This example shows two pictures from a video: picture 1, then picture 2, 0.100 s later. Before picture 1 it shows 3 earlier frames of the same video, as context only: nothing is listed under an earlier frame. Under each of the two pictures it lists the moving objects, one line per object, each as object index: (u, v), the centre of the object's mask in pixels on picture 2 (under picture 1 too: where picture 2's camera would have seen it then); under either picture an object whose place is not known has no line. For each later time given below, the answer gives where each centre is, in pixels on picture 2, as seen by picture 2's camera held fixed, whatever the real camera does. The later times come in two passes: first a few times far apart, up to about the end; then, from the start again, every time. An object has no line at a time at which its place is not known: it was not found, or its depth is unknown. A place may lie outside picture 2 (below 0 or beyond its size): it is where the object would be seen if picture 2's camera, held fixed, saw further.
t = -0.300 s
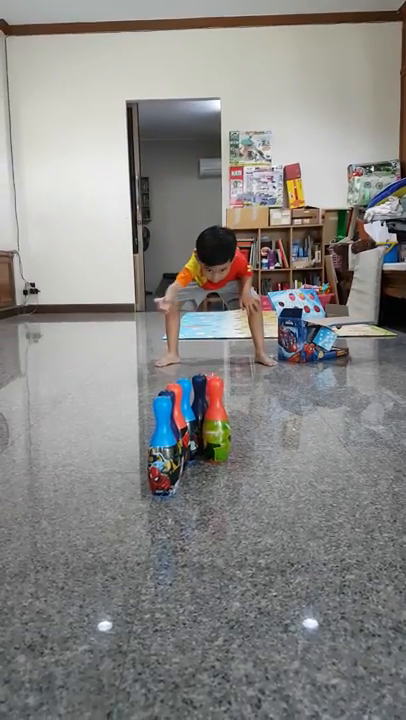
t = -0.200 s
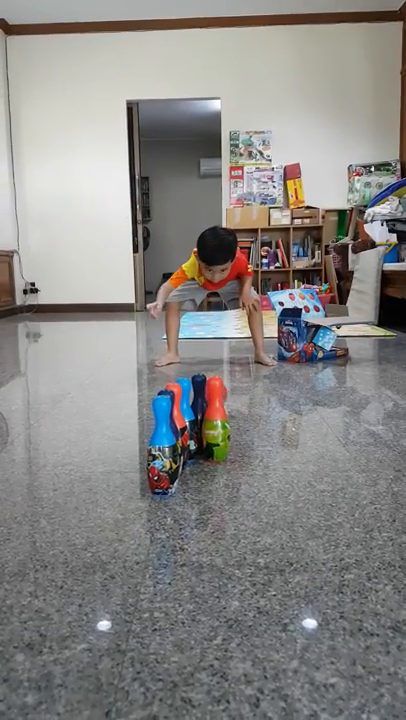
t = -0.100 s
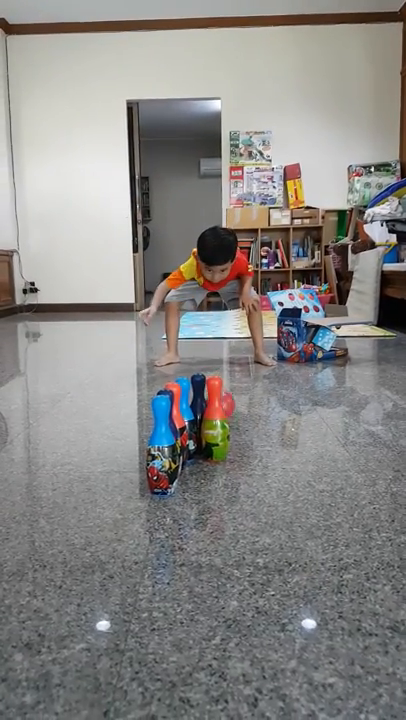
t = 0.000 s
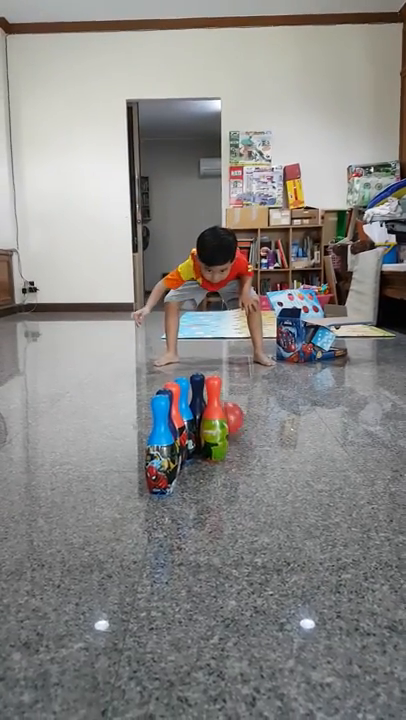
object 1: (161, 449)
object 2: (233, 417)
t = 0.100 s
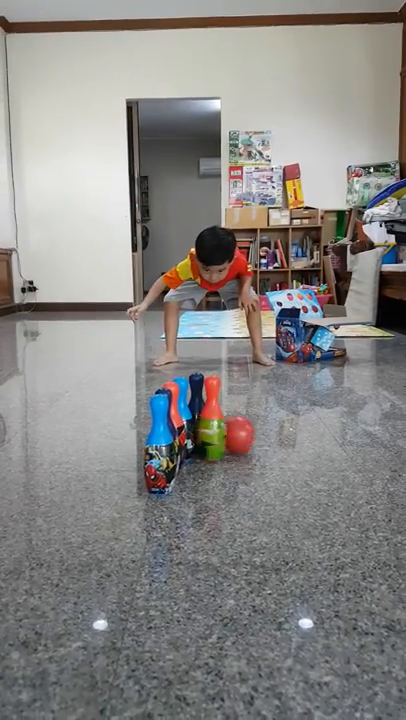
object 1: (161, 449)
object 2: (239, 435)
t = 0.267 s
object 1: (160, 449)
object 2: (279, 454)
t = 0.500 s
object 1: (159, 450)
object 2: (360, 496)
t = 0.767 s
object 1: (148, 453)
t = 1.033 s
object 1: (119, 488)
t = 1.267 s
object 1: (92, 504)
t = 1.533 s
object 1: (76, 510)
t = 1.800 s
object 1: (71, 516)
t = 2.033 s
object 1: (70, 518)
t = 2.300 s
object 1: (70, 518)
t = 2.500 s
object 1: (70, 519)
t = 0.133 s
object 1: (160, 449)
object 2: (245, 435)
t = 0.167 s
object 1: (160, 449)
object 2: (253, 438)
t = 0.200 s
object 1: (160, 449)
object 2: (261, 445)
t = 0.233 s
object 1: (160, 449)
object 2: (270, 448)
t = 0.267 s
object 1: (160, 449)
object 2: (279, 454)
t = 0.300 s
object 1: (160, 449)
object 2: (289, 459)
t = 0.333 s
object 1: (160, 449)
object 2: (300, 465)
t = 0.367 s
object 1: (159, 450)
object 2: (311, 470)
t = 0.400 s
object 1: (159, 449)
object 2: (323, 476)
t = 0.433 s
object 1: (159, 449)
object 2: (334, 482)
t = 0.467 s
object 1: (159, 449)
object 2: (347, 489)
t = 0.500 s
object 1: (159, 450)
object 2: (360, 496)
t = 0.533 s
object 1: (159, 450)
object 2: (374, 504)
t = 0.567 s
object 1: (159, 450)
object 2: (387, 510)
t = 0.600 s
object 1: (158, 450)
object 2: (394, 516)
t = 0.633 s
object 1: (156, 451)
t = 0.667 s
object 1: (154, 451)
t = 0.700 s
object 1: (152, 452)
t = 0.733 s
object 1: (150, 452)
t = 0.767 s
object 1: (148, 453)
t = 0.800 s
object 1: (146, 453)
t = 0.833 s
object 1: (144, 454)
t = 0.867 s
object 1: (142, 456)
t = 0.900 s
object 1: (139, 457)
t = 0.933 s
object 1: (136, 459)
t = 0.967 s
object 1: (131, 463)
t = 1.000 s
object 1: (124, 469)
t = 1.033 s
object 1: (119, 488)
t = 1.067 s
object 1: (117, 494)
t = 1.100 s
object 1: (111, 484)
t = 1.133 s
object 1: (107, 483)
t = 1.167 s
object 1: (104, 483)
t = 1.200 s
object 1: (100, 485)
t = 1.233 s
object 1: (97, 493)
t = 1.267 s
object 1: (92, 504)
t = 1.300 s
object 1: (90, 502)
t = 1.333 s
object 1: (86, 501)
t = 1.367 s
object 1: (85, 499)
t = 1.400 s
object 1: (84, 501)
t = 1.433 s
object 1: (83, 509)
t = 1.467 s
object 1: (80, 509)
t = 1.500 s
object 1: (78, 508)
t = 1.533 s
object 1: (76, 510)
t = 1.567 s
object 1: (75, 511)
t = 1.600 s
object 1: (73, 516)
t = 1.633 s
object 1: (74, 512)
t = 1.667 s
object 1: (75, 511)
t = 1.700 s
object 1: (74, 512)
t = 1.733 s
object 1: (74, 514)
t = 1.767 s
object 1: (73, 514)
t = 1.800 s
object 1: (71, 516)
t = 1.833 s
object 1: (70, 516)
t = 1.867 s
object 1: (70, 516)
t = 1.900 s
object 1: (69, 517)
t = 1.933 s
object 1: (69, 517)
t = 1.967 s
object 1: (69, 517)
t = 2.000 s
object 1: (69, 518)
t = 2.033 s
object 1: (70, 518)
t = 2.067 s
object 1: (70, 518)
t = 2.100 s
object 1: (69, 518)
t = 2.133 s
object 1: (69, 518)
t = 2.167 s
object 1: (70, 518)
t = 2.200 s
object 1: (70, 518)
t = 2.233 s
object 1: (70, 519)
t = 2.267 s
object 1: (70, 519)
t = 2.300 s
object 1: (70, 518)
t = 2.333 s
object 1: (70, 519)
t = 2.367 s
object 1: (70, 518)
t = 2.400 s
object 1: (70, 519)
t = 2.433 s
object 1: (70, 519)
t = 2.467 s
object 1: (70, 519)
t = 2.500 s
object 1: (70, 519)
